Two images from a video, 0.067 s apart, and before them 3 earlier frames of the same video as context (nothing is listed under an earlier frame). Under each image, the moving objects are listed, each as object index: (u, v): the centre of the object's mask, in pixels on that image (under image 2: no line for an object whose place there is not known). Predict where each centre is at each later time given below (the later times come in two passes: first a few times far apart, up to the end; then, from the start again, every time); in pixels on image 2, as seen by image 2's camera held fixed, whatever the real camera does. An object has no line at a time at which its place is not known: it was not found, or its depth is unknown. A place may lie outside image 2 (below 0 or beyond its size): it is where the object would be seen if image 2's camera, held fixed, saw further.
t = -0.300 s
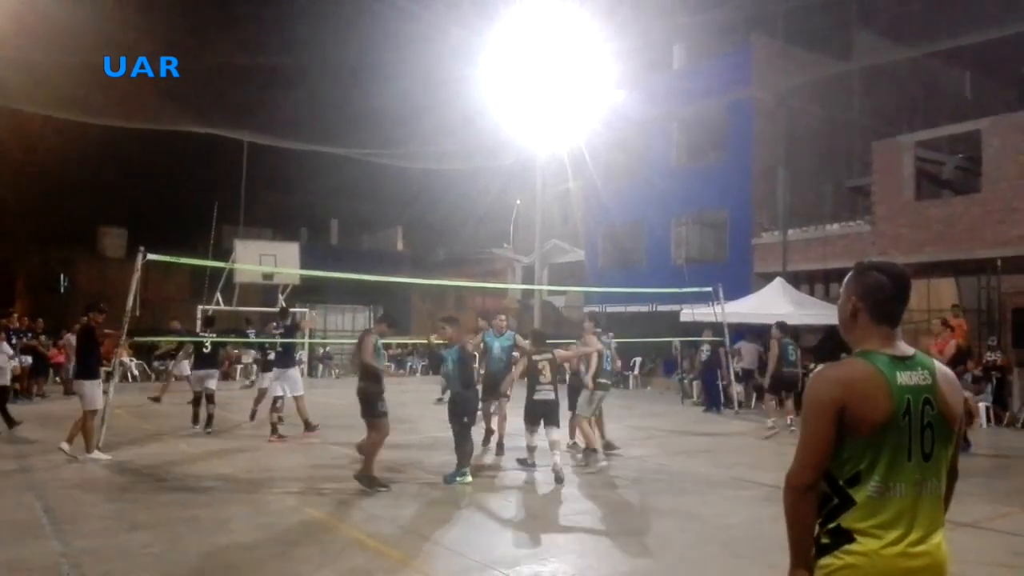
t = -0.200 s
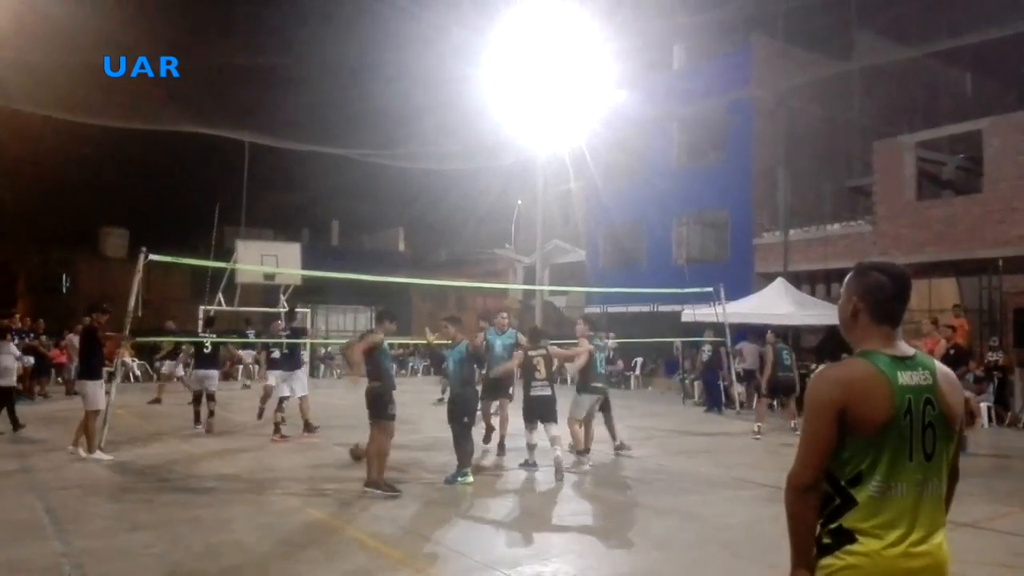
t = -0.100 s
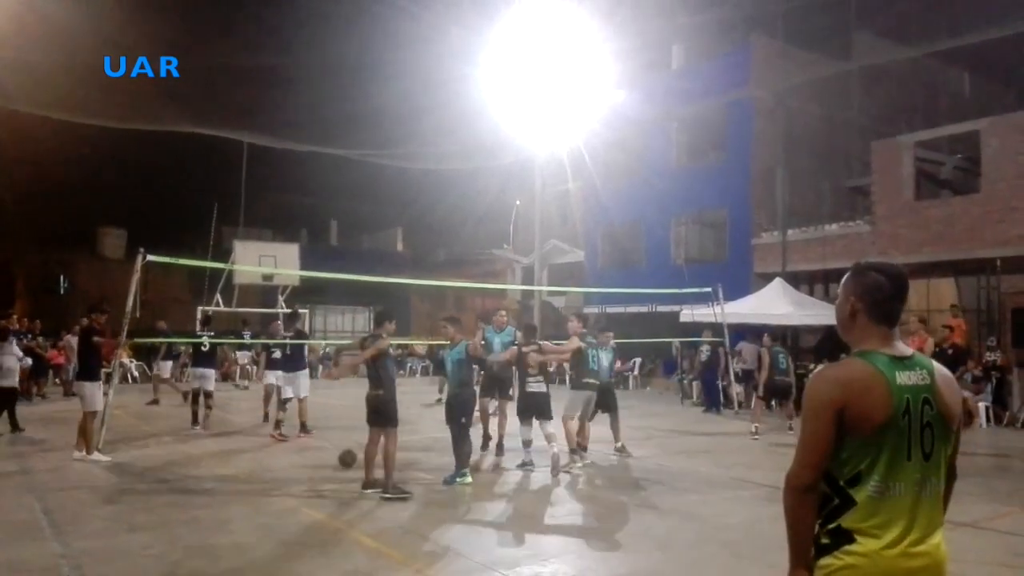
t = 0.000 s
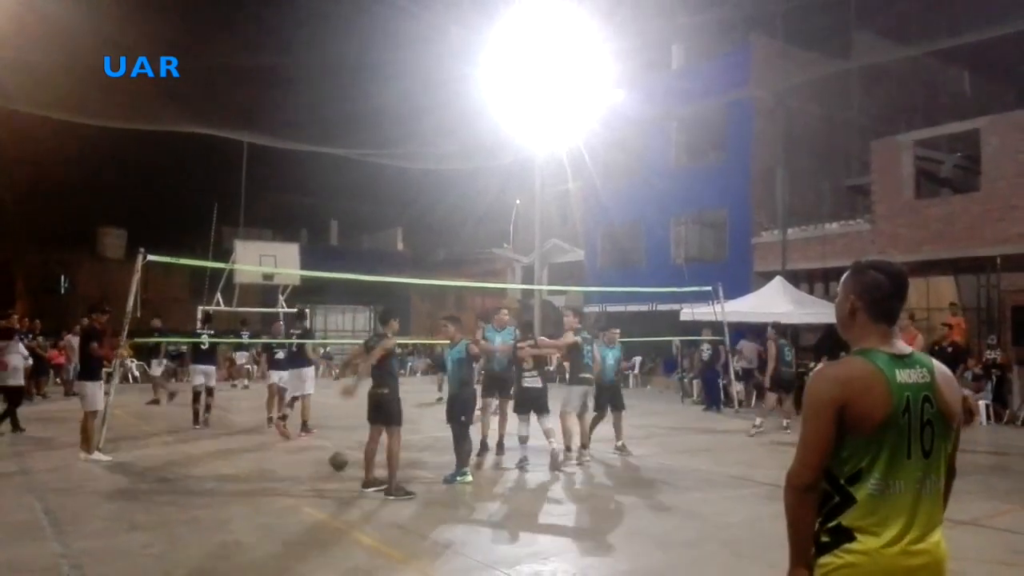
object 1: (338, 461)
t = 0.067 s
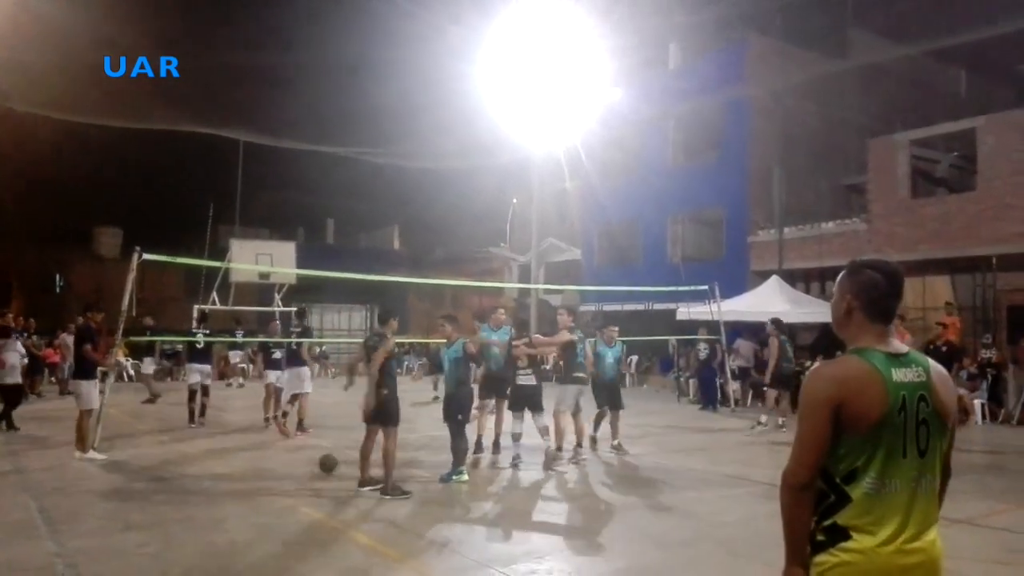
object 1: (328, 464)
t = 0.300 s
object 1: (301, 478)
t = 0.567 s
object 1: (268, 496)
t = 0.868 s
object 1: (218, 520)
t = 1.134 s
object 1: (160, 549)
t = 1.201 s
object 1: (143, 558)
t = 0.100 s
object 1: (325, 464)
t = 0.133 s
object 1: (322, 467)
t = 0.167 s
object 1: (318, 470)
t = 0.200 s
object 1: (313, 472)
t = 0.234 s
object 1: (310, 472)
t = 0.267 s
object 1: (307, 474)
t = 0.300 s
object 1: (301, 478)
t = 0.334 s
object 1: (299, 478)
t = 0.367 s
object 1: (295, 480)
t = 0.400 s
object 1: (291, 484)
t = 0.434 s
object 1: (287, 486)
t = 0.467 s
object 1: (283, 488)
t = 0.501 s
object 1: (277, 492)
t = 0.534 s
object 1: (273, 493)
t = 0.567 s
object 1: (268, 496)
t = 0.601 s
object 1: (263, 498)
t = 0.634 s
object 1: (258, 501)
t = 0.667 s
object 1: (252, 503)
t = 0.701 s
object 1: (247, 506)
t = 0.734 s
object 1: (243, 508)
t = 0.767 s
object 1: (235, 512)
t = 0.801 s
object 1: (230, 515)
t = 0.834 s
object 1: (223, 518)
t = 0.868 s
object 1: (218, 520)
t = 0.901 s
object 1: (211, 524)
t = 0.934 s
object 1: (205, 526)
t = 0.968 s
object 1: (199, 530)
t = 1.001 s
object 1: (191, 533)
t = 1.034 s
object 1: (183, 537)
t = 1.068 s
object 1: (176, 541)
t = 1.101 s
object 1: (168, 544)
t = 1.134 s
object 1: (160, 549)
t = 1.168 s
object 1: (153, 552)
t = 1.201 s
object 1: (143, 558)
